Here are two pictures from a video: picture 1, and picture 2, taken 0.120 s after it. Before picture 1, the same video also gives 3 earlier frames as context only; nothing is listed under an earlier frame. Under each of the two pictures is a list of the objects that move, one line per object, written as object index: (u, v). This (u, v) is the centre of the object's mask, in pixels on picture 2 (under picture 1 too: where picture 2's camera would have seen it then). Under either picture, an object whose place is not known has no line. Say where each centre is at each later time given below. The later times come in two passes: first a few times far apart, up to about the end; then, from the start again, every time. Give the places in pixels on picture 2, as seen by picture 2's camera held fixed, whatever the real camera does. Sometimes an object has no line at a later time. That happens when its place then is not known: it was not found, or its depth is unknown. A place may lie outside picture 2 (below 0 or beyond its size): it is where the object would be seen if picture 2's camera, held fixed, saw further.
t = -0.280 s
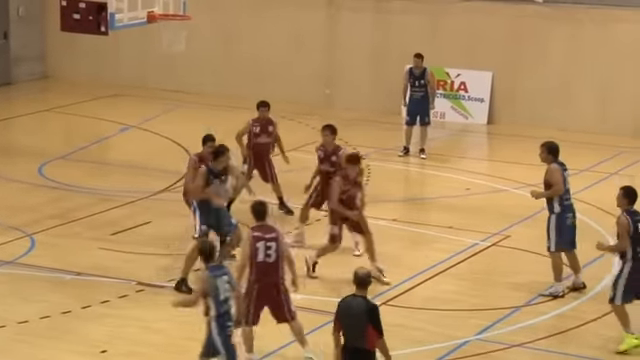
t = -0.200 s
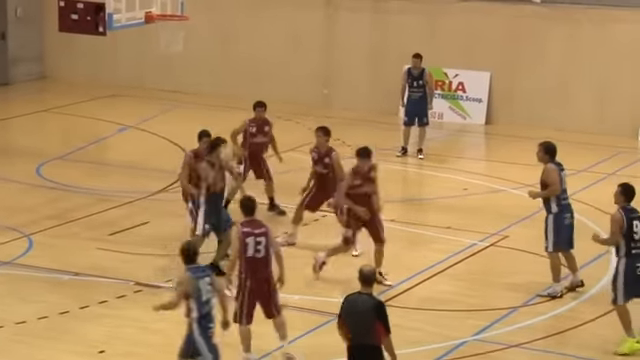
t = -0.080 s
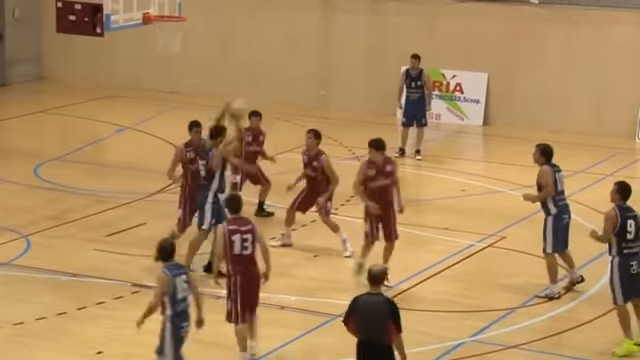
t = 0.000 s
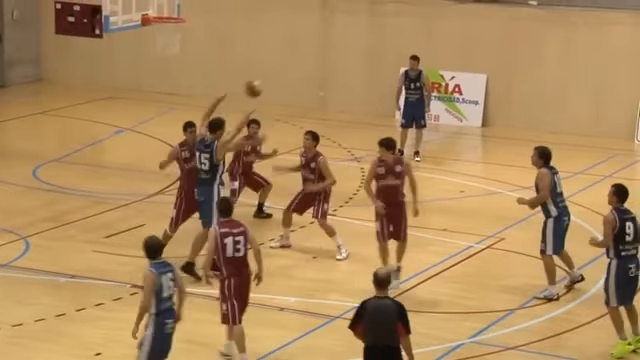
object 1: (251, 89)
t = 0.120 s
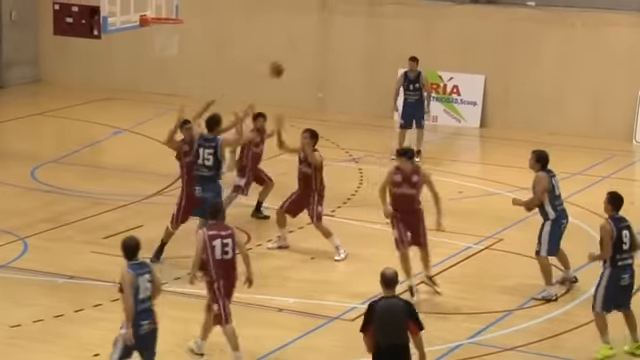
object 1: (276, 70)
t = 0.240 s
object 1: (294, 62)
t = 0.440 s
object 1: (322, 72)
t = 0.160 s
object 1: (282, 66)
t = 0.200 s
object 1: (288, 63)
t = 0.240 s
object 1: (294, 62)
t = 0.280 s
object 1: (299, 63)
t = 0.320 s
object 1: (305, 64)
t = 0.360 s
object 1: (311, 66)
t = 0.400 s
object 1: (316, 69)
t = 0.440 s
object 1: (322, 72)
